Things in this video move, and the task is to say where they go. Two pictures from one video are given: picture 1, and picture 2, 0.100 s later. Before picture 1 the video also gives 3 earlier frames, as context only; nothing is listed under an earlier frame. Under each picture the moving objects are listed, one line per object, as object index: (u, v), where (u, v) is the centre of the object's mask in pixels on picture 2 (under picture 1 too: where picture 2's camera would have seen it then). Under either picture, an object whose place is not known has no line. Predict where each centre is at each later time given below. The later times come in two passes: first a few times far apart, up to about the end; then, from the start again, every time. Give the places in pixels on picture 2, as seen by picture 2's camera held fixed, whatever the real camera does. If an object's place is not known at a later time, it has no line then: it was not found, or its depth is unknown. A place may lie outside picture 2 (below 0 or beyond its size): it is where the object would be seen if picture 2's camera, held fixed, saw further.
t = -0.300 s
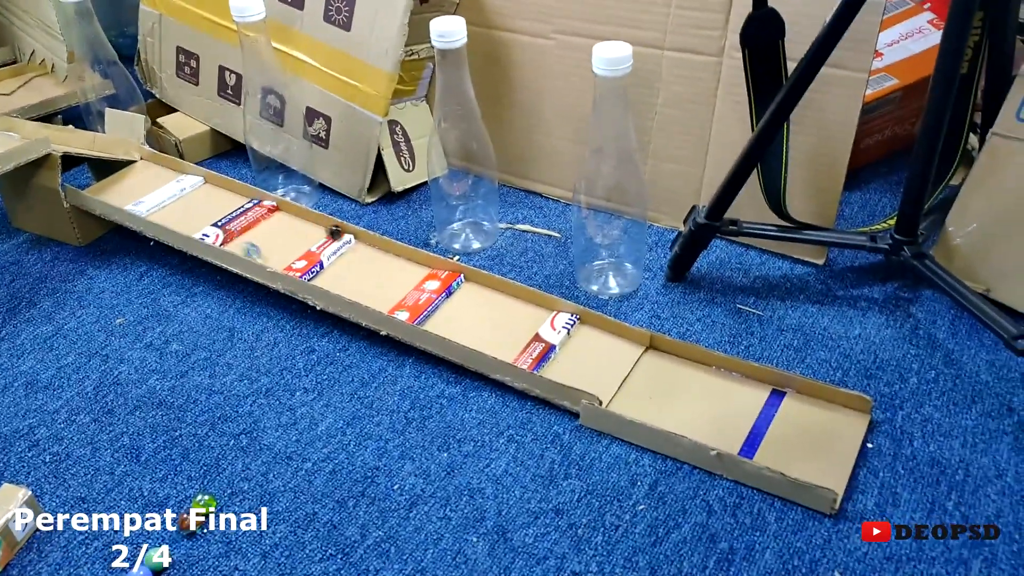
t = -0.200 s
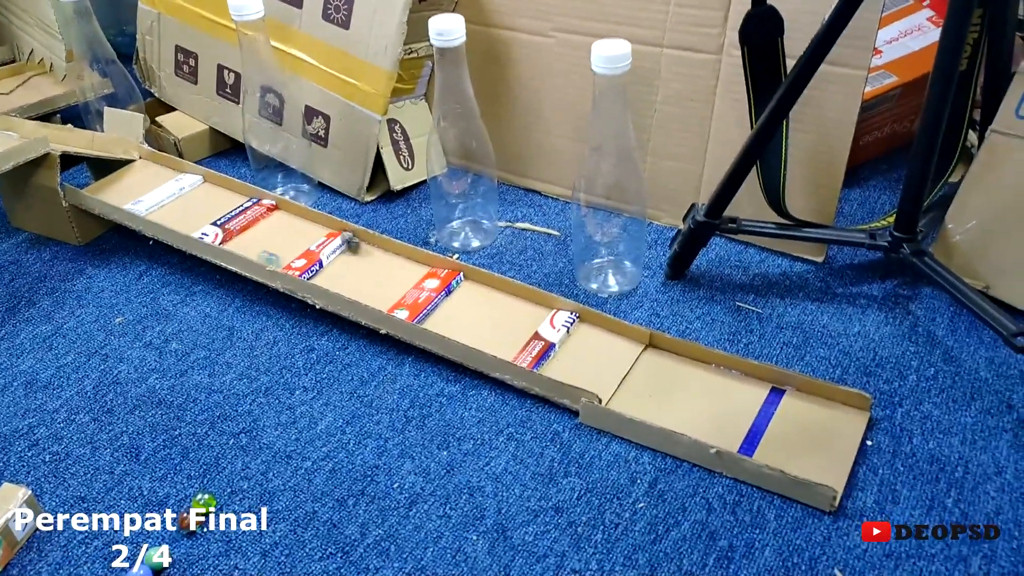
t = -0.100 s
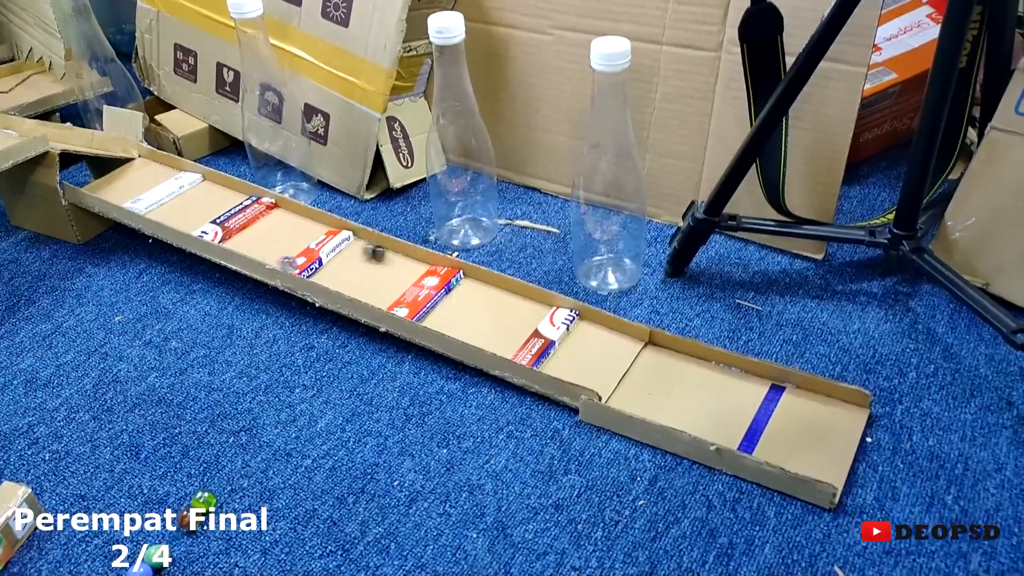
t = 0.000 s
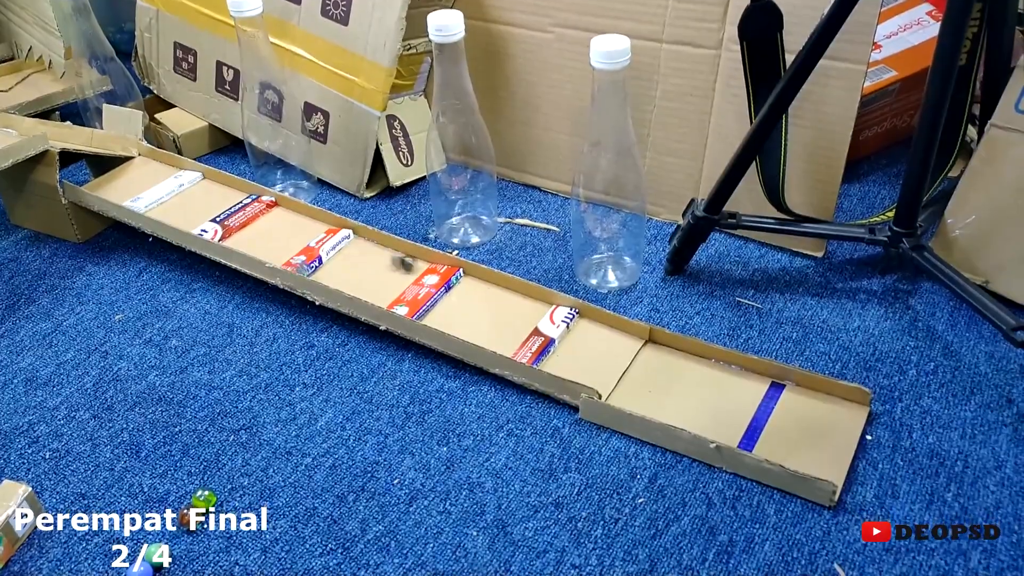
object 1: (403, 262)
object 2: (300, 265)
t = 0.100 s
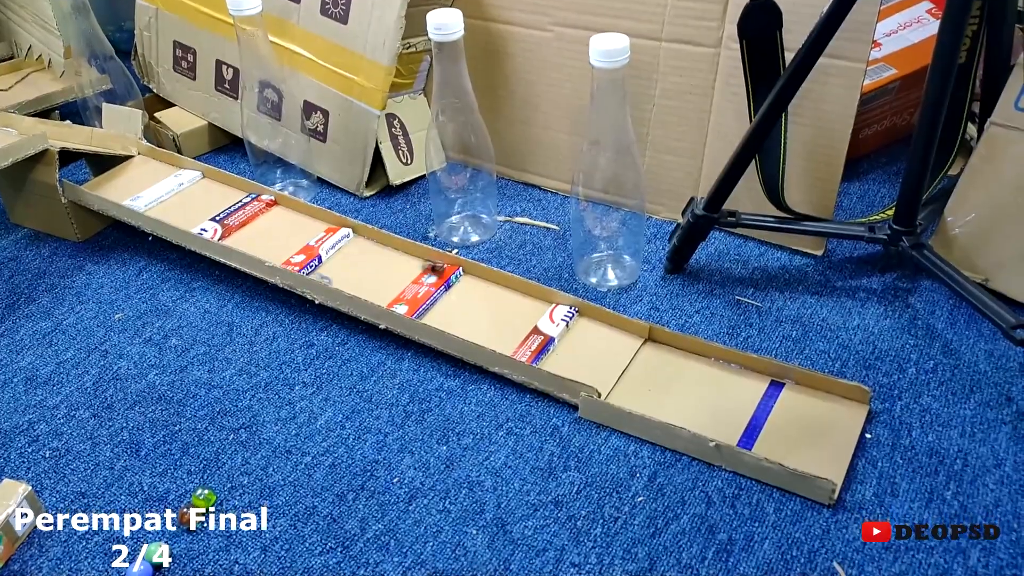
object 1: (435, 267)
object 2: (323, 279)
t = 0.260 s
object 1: (479, 288)
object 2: (367, 295)
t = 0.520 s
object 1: (571, 309)
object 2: (440, 319)
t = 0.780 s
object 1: (653, 348)
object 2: (538, 338)
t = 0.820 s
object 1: (664, 352)
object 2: (553, 342)
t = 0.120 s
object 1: (438, 269)
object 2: (325, 280)
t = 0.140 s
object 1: (446, 271)
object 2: (332, 283)
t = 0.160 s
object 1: (447, 272)
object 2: (339, 285)
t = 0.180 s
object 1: (455, 275)
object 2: (342, 286)
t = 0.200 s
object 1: (464, 283)
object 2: (347, 288)
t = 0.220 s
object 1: (464, 283)
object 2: (353, 291)
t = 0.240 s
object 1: (473, 286)
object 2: (361, 294)
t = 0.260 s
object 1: (479, 288)
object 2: (367, 295)
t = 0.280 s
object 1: (485, 290)
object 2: (373, 298)
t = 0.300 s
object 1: (492, 293)
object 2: (379, 299)
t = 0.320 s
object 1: (497, 295)
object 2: (384, 301)
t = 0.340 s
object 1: (508, 297)
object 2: (391, 303)
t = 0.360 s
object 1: (515, 299)
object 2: (396, 305)
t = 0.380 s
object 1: (521, 302)
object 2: (401, 306)
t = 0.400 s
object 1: (529, 304)
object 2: (406, 307)
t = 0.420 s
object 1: (535, 306)
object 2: (410, 308)
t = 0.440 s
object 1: (547, 306)
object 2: (418, 310)
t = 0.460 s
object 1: (549, 305)
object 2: (425, 315)
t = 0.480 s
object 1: (559, 307)
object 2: (427, 317)
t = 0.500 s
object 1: (567, 307)
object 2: (435, 318)
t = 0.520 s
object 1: (571, 309)
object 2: (440, 319)
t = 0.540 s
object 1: (578, 315)
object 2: (448, 321)
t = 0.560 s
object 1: (585, 315)
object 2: (455, 324)
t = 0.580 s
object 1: (590, 320)
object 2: (461, 326)
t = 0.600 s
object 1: (597, 321)
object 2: (467, 327)
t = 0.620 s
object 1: (602, 323)
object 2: (473, 329)
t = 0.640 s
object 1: (610, 327)
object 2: (484, 332)
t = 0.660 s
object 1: (613, 328)
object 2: (492, 333)
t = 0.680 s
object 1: (620, 333)
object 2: (498, 335)
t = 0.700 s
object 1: (627, 336)
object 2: (506, 336)
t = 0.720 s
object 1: (633, 338)
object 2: (512, 337)
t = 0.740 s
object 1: (641, 340)
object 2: (525, 338)
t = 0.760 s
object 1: (647, 345)
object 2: (527, 335)
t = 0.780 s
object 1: (653, 348)
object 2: (538, 338)
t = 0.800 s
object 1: (659, 351)
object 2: (548, 338)
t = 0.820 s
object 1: (664, 352)
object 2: (553, 342)
